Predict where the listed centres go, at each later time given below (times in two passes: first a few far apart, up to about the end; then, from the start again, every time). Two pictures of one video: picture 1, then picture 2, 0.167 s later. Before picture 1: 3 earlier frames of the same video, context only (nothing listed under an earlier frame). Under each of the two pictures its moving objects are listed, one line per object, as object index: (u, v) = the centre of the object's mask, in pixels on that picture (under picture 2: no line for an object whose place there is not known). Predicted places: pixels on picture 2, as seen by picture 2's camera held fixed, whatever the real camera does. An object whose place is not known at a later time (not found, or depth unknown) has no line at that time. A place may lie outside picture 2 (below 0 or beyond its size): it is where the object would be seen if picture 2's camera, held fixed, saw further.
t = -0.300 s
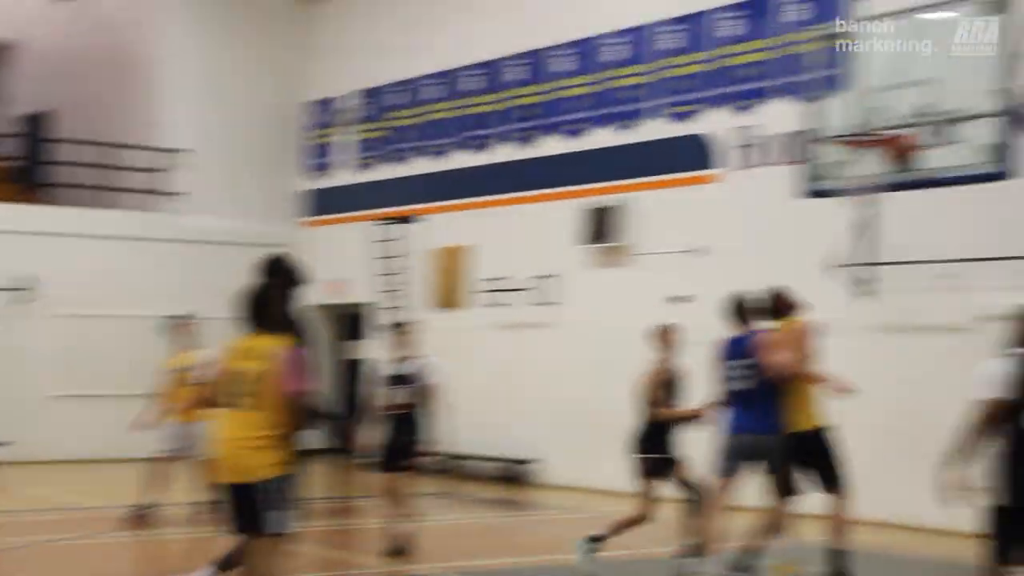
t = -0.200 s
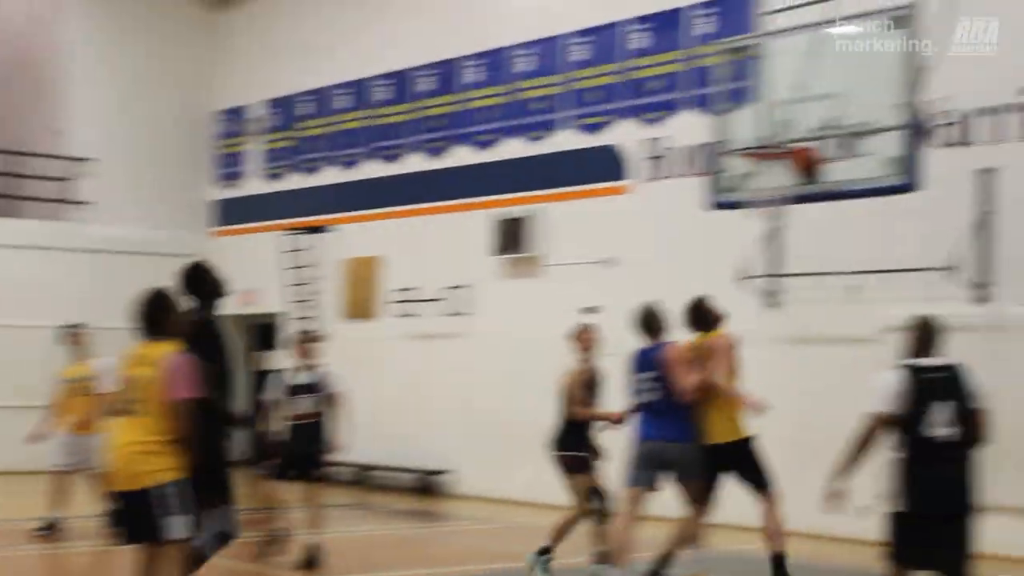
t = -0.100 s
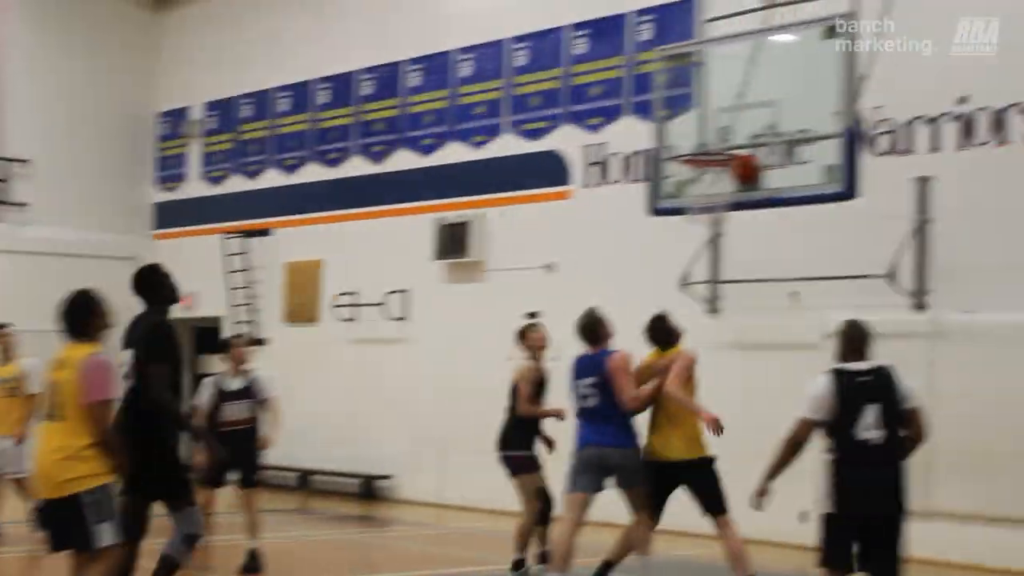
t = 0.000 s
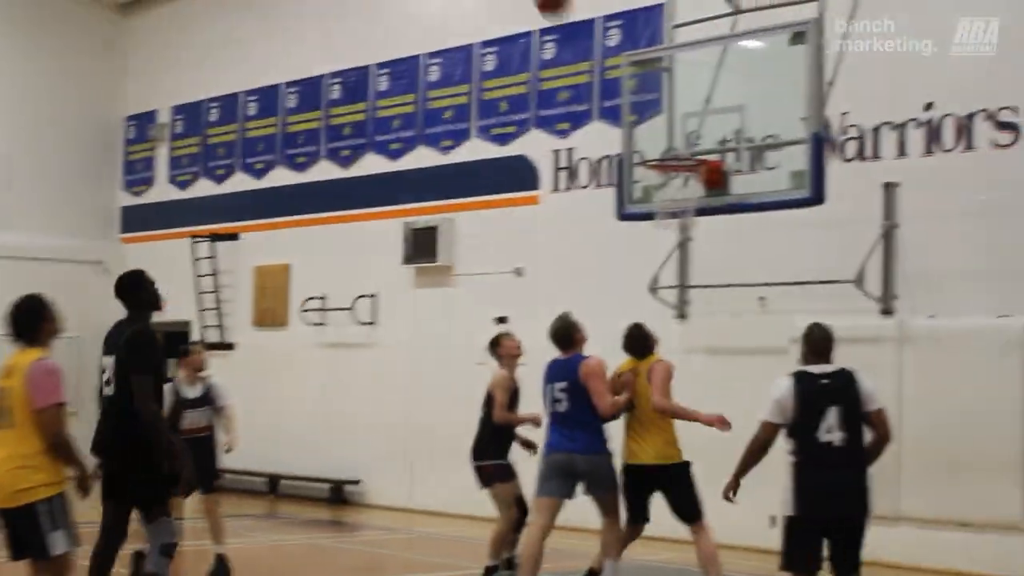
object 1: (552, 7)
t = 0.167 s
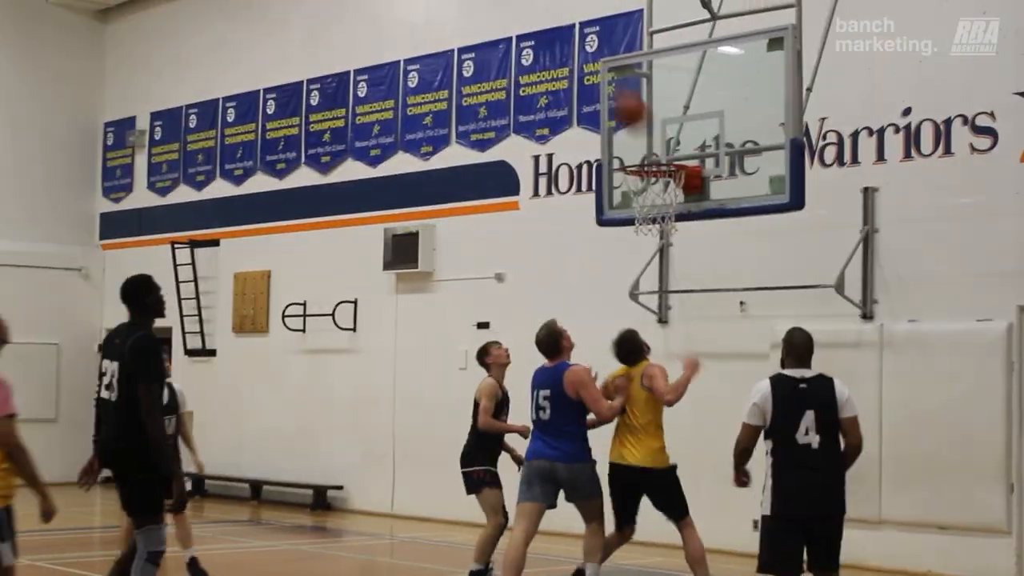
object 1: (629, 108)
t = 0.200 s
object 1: (649, 134)
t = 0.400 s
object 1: (619, 197)
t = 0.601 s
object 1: (589, 220)
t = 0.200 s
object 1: (649, 134)
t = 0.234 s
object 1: (668, 157)
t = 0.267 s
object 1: (662, 178)
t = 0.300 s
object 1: (645, 194)
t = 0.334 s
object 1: (632, 200)
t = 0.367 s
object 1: (624, 198)
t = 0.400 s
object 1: (619, 197)
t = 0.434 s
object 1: (614, 198)
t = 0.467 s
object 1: (608, 201)
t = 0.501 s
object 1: (603, 203)
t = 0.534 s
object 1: (599, 208)
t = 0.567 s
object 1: (594, 213)
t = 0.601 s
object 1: (589, 220)
